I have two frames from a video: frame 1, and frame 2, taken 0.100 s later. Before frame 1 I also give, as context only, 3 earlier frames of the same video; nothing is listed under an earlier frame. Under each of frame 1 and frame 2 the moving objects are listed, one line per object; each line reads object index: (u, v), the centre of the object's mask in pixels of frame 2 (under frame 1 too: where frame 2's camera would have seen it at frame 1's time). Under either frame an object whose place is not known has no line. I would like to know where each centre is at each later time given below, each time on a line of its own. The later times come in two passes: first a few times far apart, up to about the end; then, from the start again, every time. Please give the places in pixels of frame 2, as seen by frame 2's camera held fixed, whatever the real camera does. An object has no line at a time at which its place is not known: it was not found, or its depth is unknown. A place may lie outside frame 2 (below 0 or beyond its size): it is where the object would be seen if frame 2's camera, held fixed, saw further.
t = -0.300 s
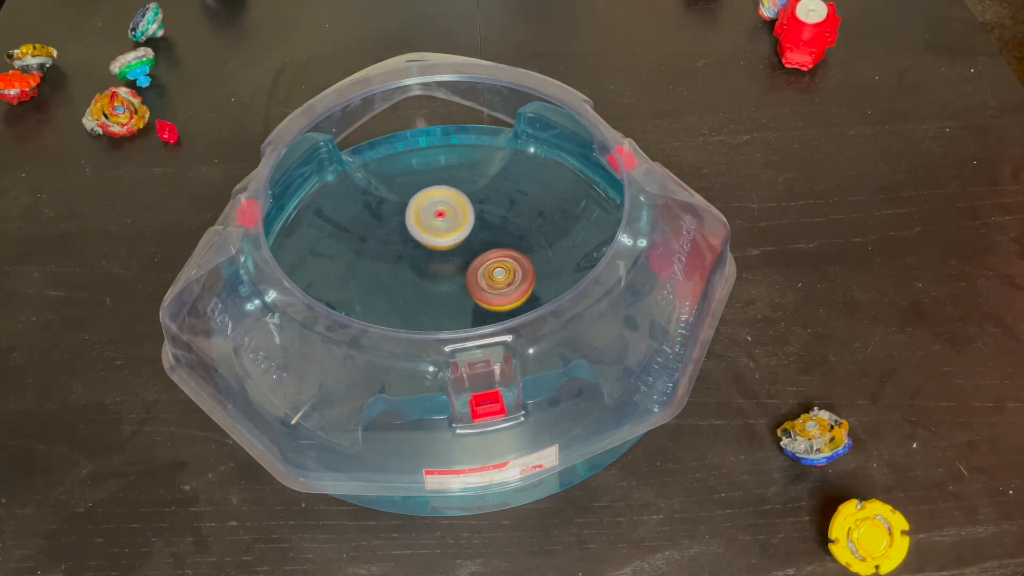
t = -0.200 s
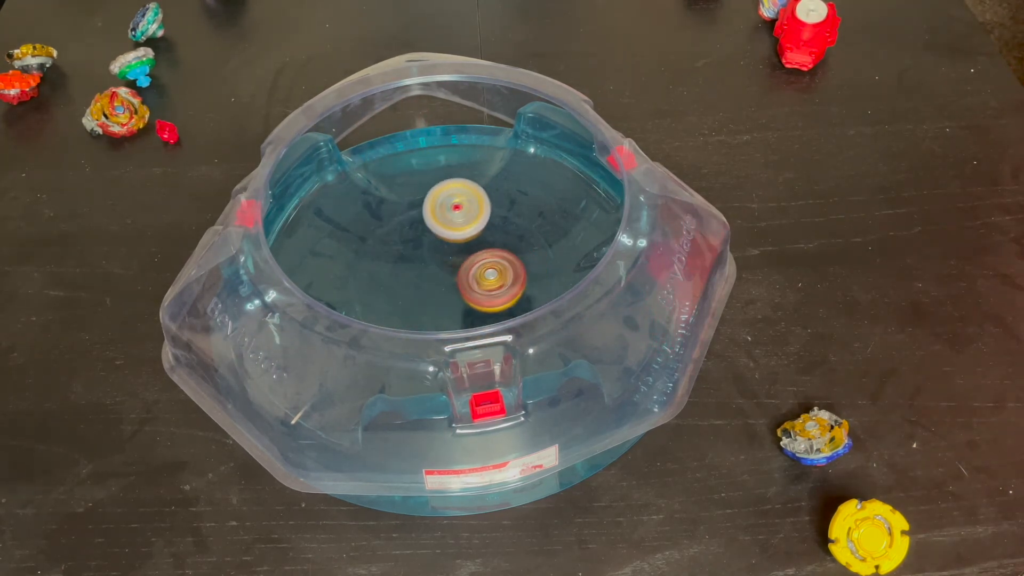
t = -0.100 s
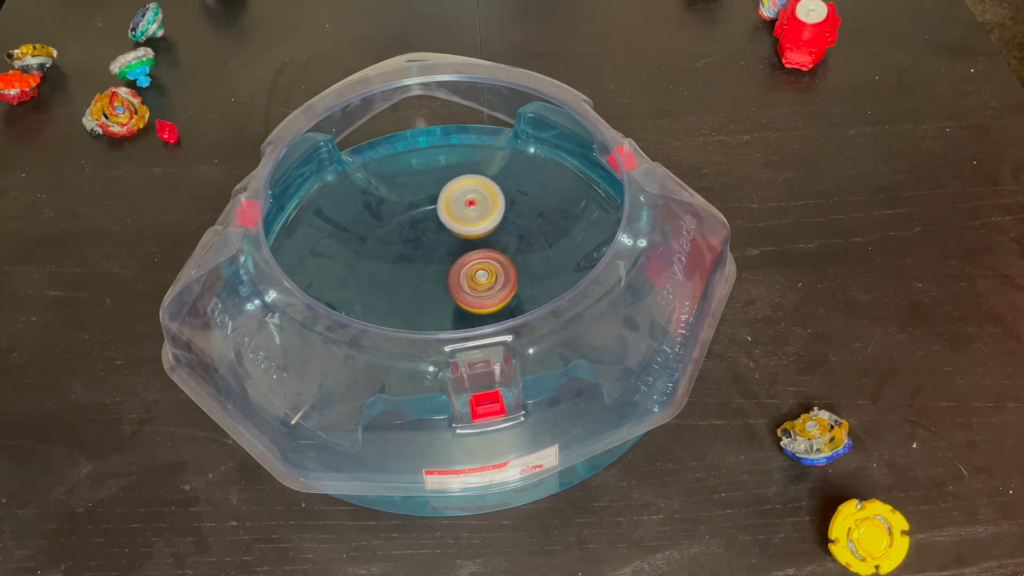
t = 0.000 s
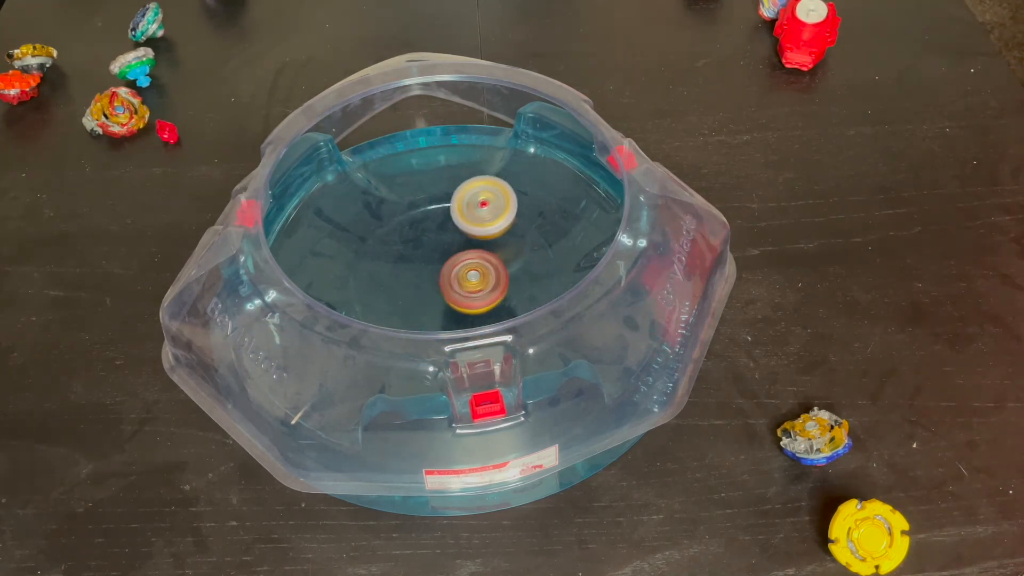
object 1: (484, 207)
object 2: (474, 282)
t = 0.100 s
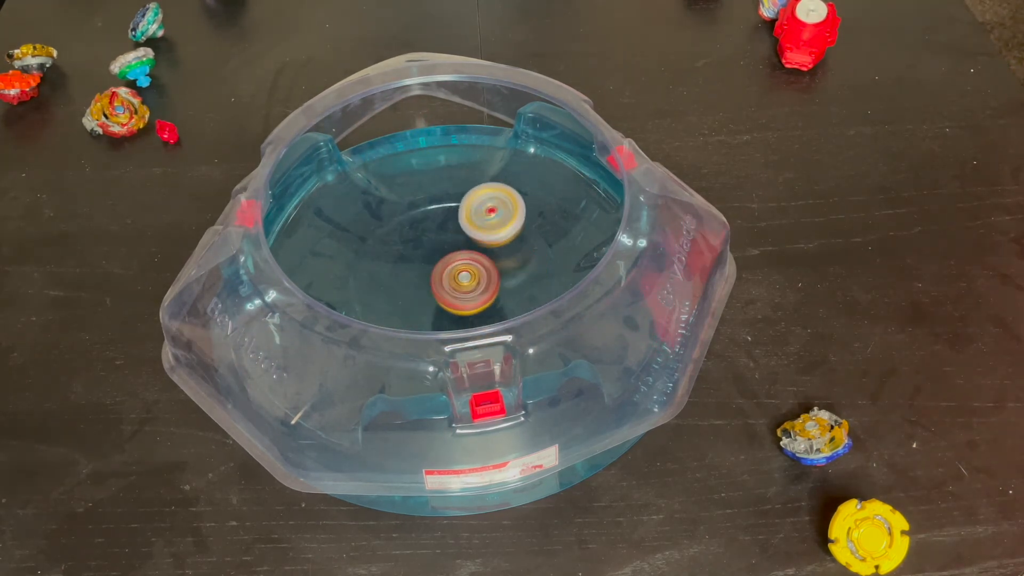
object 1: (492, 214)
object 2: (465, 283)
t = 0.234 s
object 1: (498, 233)
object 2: (455, 284)
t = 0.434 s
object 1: (512, 260)
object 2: (440, 289)
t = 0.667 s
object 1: (510, 285)
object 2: (430, 294)
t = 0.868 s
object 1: (502, 293)
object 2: (423, 293)
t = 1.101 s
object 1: (495, 278)
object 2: (425, 286)
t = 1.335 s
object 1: (489, 251)
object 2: (406, 276)
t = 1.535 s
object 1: (476, 229)
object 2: (393, 270)
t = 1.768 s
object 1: (474, 226)
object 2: (365, 280)
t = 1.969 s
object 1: (499, 215)
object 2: (370, 282)
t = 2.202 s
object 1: (492, 235)
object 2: (392, 281)
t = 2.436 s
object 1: (507, 264)
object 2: (405, 267)
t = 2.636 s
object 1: (518, 282)
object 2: (414, 254)
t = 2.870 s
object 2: (420, 240)
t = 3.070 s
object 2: (420, 231)
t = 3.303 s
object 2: (422, 218)
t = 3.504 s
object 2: (432, 220)
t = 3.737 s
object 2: (445, 223)
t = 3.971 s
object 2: (461, 219)
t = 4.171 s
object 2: (468, 217)
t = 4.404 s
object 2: (469, 218)
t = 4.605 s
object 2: (466, 224)
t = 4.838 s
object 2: (468, 236)
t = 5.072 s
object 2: (474, 237)
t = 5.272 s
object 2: (481, 238)
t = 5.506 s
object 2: (484, 238)
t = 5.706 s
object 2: (479, 245)
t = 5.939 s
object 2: (488, 248)
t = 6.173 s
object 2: (495, 251)
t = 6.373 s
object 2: (500, 250)
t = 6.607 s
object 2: (498, 250)
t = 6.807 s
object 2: (494, 256)
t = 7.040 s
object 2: (493, 259)
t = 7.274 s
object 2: (497, 262)
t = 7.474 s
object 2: (496, 263)
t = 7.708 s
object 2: (490, 268)
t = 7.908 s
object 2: (490, 273)
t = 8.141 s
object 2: (493, 279)
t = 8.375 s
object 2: (493, 279)
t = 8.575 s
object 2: (492, 278)
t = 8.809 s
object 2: (485, 281)
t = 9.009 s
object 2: (482, 281)
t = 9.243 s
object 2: (484, 282)
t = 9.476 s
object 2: (479, 284)
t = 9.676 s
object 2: (486, 286)
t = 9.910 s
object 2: (484, 288)
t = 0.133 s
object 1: (494, 218)
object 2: (462, 283)
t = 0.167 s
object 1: (495, 222)
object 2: (460, 283)
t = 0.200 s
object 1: (497, 228)
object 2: (457, 283)
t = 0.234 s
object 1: (498, 233)
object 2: (455, 284)
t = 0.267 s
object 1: (499, 238)
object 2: (452, 284)
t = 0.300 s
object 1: (502, 243)
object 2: (449, 286)
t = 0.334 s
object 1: (506, 247)
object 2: (447, 287)
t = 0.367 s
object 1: (508, 251)
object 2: (444, 287)
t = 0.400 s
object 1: (510, 256)
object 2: (442, 288)
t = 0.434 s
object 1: (512, 260)
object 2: (440, 289)
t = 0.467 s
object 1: (513, 264)
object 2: (438, 290)
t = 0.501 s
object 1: (514, 267)
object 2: (436, 290)
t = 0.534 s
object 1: (515, 271)
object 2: (434, 291)
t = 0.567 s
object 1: (514, 275)
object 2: (433, 292)
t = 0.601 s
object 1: (514, 278)
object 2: (432, 293)
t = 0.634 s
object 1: (512, 282)
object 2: (431, 293)
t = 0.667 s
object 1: (510, 285)
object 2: (430, 294)
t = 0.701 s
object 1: (508, 287)
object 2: (429, 294)
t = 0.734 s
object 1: (504, 290)
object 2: (429, 295)
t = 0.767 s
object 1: (501, 292)
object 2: (429, 295)
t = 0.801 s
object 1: (498, 293)
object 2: (428, 295)
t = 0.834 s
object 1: (499, 294)
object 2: (425, 294)
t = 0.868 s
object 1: (502, 293)
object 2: (423, 293)
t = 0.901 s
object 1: (505, 293)
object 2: (423, 292)
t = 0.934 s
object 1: (508, 291)
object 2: (423, 291)
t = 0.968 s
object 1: (509, 289)
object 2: (423, 291)
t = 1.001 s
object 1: (508, 287)
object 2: (423, 290)
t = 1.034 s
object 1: (504, 284)
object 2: (424, 289)
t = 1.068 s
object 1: (500, 281)
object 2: (425, 287)
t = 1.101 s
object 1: (495, 278)
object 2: (425, 286)
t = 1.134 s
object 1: (496, 275)
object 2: (419, 284)
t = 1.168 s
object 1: (497, 270)
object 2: (417, 282)
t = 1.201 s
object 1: (496, 267)
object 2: (416, 280)
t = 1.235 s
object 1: (492, 262)
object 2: (416, 278)
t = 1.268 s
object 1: (488, 259)
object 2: (417, 277)
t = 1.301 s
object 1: (484, 256)
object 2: (415, 275)
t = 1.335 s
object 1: (489, 251)
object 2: (406, 276)
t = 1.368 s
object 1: (490, 246)
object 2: (400, 276)
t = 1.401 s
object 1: (490, 242)
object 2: (398, 275)
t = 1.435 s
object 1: (488, 237)
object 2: (397, 274)
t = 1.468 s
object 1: (486, 233)
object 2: (395, 272)
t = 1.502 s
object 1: (481, 230)
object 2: (394, 271)
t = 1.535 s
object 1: (476, 229)
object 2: (393, 270)
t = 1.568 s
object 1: (470, 228)
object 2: (392, 270)
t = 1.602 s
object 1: (463, 229)
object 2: (391, 268)
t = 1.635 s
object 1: (457, 231)
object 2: (391, 268)
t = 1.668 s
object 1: (451, 235)
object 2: (391, 267)
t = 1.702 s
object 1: (456, 234)
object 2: (382, 271)
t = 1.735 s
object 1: (466, 229)
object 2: (371, 276)
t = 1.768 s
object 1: (474, 226)
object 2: (365, 280)
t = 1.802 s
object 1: (480, 223)
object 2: (364, 281)
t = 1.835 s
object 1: (484, 221)
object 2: (365, 282)
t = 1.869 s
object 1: (488, 219)
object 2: (365, 282)
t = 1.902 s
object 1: (493, 218)
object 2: (366, 282)
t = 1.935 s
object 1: (496, 216)
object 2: (368, 282)
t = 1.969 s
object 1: (499, 215)
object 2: (370, 282)
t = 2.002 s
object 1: (500, 216)
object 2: (373, 283)
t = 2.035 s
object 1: (500, 216)
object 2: (375, 283)
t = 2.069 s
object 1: (500, 218)
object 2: (378, 283)
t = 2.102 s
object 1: (499, 221)
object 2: (382, 283)
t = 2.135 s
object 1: (497, 225)
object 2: (385, 283)
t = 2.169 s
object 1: (494, 230)
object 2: (388, 282)
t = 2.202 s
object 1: (492, 235)
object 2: (392, 281)
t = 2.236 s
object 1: (490, 240)
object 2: (396, 280)
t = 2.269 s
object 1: (487, 246)
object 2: (401, 279)
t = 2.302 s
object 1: (484, 251)
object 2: (408, 277)
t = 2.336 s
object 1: (482, 255)
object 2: (414, 275)
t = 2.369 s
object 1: (493, 259)
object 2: (408, 273)
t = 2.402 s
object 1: (502, 261)
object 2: (405, 270)
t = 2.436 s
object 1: (507, 264)
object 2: (405, 267)
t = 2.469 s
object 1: (510, 266)
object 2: (406, 265)
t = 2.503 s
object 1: (513, 269)
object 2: (408, 263)
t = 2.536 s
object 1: (515, 273)
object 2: (410, 261)
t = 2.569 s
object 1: (517, 276)
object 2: (411, 258)
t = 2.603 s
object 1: (518, 278)
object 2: (413, 256)
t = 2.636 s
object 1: (518, 282)
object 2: (414, 254)
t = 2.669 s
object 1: (516, 285)
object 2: (416, 251)
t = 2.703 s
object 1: (514, 287)
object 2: (416, 249)
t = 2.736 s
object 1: (511, 289)
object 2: (417, 247)
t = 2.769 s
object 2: (418, 245)
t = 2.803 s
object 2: (418, 243)
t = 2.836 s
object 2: (419, 241)
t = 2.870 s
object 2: (420, 240)
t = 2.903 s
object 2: (420, 238)
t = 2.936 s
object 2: (420, 236)
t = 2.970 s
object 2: (420, 235)
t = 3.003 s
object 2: (420, 234)
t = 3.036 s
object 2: (420, 232)
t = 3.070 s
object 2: (420, 231)
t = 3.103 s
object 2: (421, 230)
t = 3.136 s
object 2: (421, 230)
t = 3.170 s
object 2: (421, 229)
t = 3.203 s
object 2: (421, 228)
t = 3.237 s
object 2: (421, 227)
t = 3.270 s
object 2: (422, 222)
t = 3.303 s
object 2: (422, 218)
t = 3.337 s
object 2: (423, 217)
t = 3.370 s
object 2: (425, 217)
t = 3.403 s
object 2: (426, 218)
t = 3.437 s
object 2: (428, 218)
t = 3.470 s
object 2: (429, 219)
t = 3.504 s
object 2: (432, 220)
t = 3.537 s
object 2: (433, 221)
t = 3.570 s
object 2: (435, 222)
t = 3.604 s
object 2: (437, 223)
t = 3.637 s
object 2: (439, 222)
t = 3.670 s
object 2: (441, 222)
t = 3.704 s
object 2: (443, 222)
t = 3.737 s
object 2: (445, 223)
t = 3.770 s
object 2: (448, 223)
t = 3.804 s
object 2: (450, 222)
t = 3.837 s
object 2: (452, 222)
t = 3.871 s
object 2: (454, 222)
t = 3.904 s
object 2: (456, 221)
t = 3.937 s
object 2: (459, 221)
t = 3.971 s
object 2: (461, 219)
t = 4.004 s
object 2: (462, 218)
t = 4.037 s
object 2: (464, 218)
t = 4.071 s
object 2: (465, 218)
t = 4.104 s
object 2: (466, 218)
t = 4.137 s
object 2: (467, 217)
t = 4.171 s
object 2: (468, 217)
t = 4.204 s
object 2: (469, 216)
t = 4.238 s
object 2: (470, 216)
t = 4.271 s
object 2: (470, 215)
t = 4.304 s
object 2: (470, 215)
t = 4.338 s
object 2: (470, 216)
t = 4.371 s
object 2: (469, 217)
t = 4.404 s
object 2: (469, 218)
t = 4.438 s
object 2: (469, 219)
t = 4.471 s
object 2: (468, 220)
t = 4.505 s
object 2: (467, 221)
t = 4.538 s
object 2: (467, 221)
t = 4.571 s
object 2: (466, 222)
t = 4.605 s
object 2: (466, 224)
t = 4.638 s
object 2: (466, 226)
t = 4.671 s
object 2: (466, 227)
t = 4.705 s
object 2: (466, 229)
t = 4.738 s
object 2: (466, 231)
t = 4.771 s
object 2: (467, 233)
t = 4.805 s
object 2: (468, 235)
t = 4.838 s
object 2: (468, 236)
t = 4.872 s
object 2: (469, 238)
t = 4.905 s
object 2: (470, 240)
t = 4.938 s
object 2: (471, 241)
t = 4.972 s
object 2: (473, 242)
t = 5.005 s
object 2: (474, 243)
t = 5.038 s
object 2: (474, 239)
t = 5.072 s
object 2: (474, 237)
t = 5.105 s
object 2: (475, 238)
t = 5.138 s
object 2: (476, 239)
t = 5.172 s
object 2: (478, 239)
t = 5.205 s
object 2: (479, 239)
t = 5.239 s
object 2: (480, 239)
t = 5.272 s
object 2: (481, 238)
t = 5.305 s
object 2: (482, 238)
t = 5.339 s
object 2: (482, 238)
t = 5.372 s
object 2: (483, 238)
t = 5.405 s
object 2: (483, 238)
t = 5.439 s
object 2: (484, 238)
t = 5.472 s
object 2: (484, 238)
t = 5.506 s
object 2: (484, 238)
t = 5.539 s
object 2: (484, 238)
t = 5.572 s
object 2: (483, 239)
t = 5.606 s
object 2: (482, 240)
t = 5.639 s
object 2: (481, 241)
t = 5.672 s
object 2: (480, 243)
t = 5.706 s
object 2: (479, 245)
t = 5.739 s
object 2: (478, 246)
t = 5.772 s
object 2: (477, 248)
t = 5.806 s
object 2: (477, 249)
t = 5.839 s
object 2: (482, 249)
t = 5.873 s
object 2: (487, 247)
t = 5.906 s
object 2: (488, 247)
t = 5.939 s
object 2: (488, 248)
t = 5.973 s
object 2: (489, 249)
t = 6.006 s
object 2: (490, 249)
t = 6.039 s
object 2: (491, 250)
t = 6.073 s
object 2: (492, 250)
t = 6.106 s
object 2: (493, 250)
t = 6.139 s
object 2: (494, 251)
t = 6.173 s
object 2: (495, 251)
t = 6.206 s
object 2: (495, 252)
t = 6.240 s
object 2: (496, 252)
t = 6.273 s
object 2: (499, 251)
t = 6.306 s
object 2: (500, 250)
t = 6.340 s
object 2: (500, 250)
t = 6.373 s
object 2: (500, 250)
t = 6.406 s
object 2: (501, 250)
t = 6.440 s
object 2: (500, 250)
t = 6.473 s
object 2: (500, 251)
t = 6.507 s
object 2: (499, 251)
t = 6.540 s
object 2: (499, 251)
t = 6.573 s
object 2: (499, 250)
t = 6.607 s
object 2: (498, 250)
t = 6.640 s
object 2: (497, 252)
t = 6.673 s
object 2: (497, 252)
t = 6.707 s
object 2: (495, 252)
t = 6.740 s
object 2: (494, 254)
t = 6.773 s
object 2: (494, 255)
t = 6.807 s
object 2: (494, 256)
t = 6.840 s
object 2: (494, 256)
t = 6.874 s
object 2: (493, 256)
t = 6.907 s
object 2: (492, 257)
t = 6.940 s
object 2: (492, 258)
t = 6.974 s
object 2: (493, 258)
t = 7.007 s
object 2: (492, 258)
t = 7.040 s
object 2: (493, 259)
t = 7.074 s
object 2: (493, 259)
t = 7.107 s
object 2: (494, 259)
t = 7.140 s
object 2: (494, 260)
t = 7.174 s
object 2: (495, 260)
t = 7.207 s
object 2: (496, 261)
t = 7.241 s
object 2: (496, 261)
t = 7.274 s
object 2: (497, 262)
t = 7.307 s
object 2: (497, 262)
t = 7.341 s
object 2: (498, 261)
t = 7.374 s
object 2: (497, 261)
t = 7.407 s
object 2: (497, 263)
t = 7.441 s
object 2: (497, 262)
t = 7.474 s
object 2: (496, 263)
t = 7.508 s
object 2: (494, 264)
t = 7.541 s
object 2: (494, 264)
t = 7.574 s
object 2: (495, 265)
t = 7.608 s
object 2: (495, 265)
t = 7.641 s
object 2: (493, 265)
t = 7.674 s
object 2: (491, 267)
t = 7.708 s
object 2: (490, 268)
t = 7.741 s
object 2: (490, 269)
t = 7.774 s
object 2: (489, 270)
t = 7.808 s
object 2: (489, 271)
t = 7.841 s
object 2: (491, 273)
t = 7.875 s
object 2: (492, 273)
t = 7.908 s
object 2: (490, 273)
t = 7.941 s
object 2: (489, 274)
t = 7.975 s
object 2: (488, 275)
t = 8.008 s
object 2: (489, 276)
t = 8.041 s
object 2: (489, 276)
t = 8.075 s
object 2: (489, 277)
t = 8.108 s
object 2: (490, 278)
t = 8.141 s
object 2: (493, 279)
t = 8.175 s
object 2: (494, 279)
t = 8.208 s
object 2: (494, 279)
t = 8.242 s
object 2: (493, 279)
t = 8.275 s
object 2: (494, 280)
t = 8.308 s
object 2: (494, 279)
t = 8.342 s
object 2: (493, 279)
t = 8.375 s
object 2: (493, 279)
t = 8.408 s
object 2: (492, 279)
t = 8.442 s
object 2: (491, 279)
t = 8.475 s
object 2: (490, 279)
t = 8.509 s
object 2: (491, 280)
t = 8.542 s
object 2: (492, 279)
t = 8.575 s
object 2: (492, 278)
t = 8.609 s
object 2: (491, 279)
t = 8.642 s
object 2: (491, 279)
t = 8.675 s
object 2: (490, 279)
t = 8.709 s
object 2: (488, 280)
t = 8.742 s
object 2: (487, 280)
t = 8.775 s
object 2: (486, 281)
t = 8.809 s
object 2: (485, 281)
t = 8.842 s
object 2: (485, 281)
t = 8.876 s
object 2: (485, 280)
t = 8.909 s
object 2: (484, 280)
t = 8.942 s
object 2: (484, 280)
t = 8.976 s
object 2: (483, 281)
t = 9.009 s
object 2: (482, 281)
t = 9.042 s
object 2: (482, 281)
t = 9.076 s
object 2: (480, 281)
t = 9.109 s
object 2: (480, 281)
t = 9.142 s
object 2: (483, 282)
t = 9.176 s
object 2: (485, 282)
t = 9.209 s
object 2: (485, 282)
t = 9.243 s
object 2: (484, 282)
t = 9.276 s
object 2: (483, 283)
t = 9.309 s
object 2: (483, 283)
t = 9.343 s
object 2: (483, 283)
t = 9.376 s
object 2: (482, 283)
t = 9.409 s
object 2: (481, 283)
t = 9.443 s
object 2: (480, 283)
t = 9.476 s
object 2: (479, 284)
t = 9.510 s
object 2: (478, 284)
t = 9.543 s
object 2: (483, 286)
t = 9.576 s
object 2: (487, 287)
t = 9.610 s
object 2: (489, 288)
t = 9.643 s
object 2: (488, 287)
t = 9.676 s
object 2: (486, 286)
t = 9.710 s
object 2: (483, 286)
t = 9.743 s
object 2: (482, 287)
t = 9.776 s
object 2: (482, 287)
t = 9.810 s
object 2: (482, 288)
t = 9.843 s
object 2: (482, 288)
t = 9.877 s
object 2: (482, 288)
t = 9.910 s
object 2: (484, 288)
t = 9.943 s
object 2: (484, 287)
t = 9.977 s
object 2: (485, 287)
